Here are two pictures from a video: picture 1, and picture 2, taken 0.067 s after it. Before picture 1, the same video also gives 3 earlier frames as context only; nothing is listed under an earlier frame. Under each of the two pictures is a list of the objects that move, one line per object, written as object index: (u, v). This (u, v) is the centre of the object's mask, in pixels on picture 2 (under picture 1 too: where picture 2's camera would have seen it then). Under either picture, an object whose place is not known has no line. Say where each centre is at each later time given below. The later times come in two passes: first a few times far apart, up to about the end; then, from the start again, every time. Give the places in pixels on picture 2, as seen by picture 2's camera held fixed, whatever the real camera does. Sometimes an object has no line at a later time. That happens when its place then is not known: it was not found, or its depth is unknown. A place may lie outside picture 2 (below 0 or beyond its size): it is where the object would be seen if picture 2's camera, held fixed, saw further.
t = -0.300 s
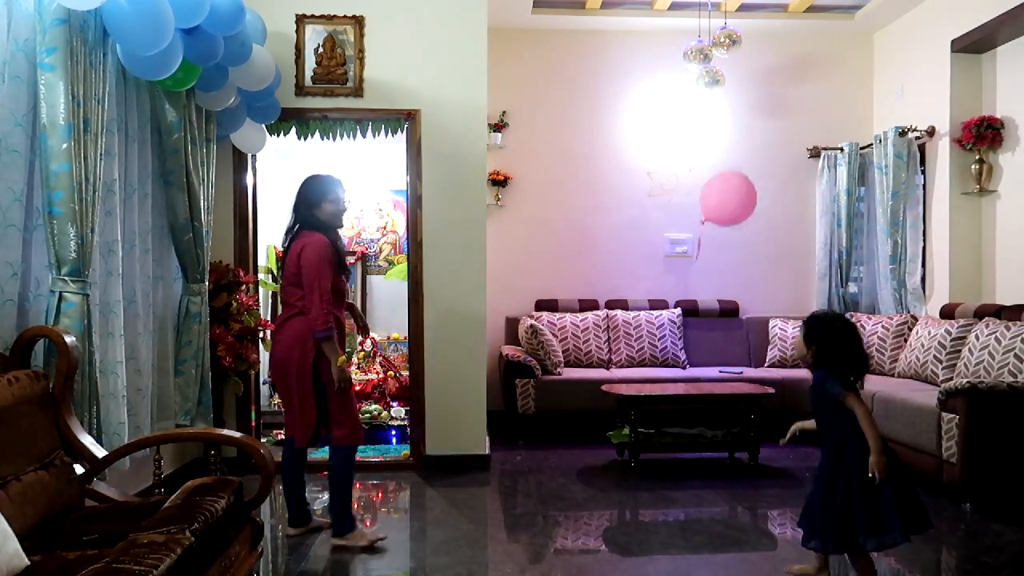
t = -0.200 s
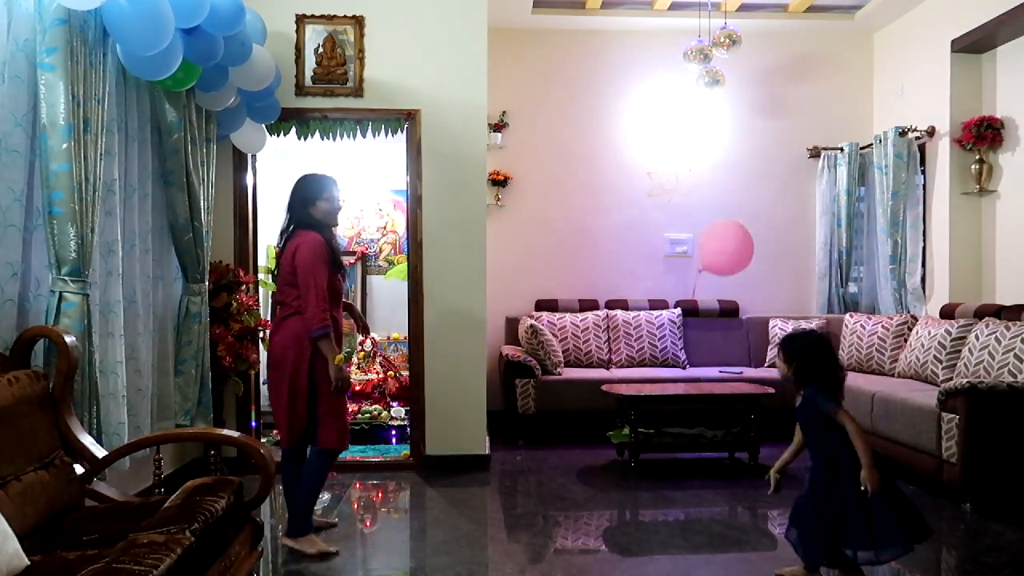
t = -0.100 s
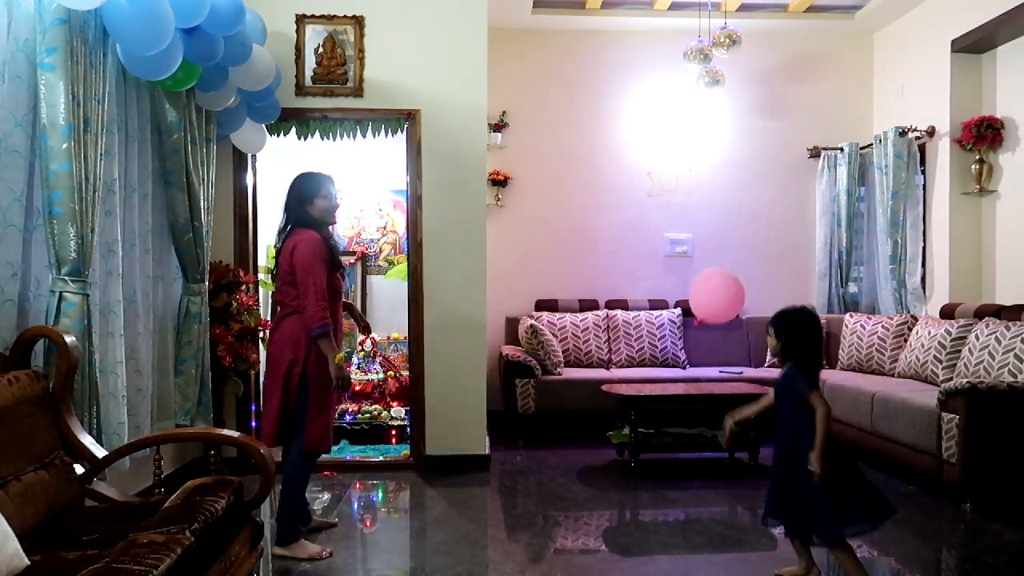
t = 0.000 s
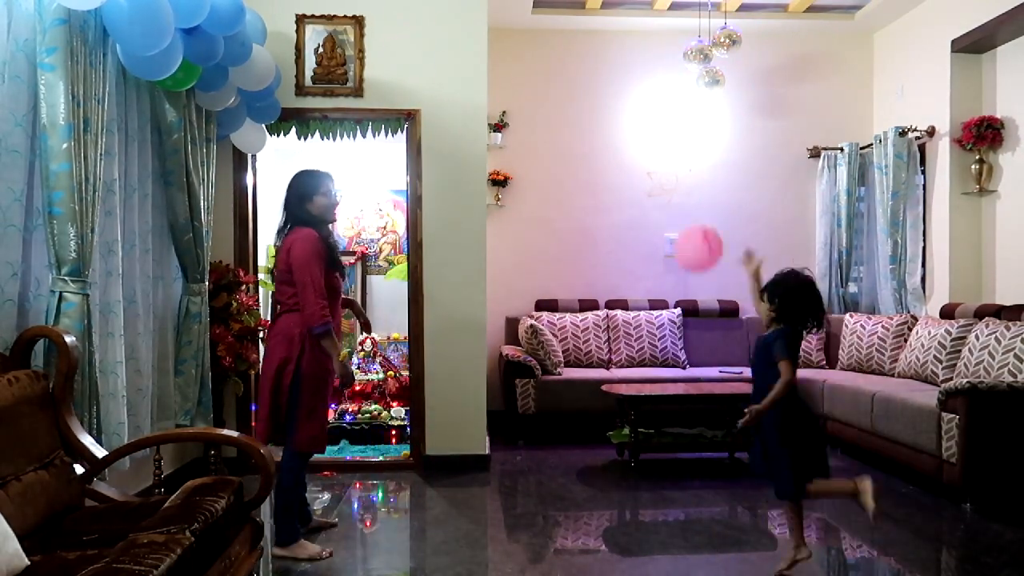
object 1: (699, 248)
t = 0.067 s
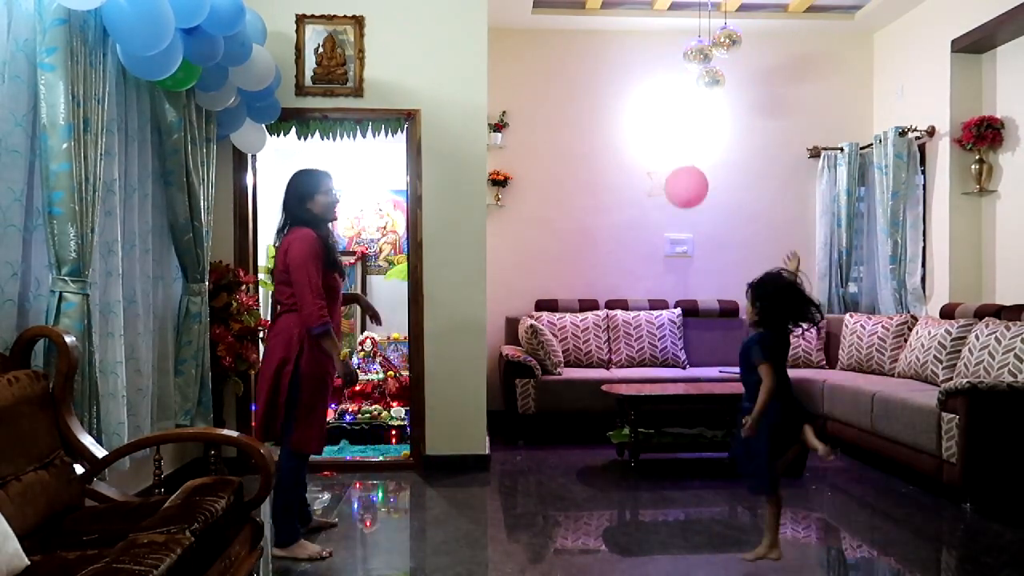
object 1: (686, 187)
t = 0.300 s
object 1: (712, 168)
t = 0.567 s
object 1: (738, 205)
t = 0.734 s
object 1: (751, 245)
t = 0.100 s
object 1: (686, 171)
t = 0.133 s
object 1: (689, 166)
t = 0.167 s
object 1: (692, 164)
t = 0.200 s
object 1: (698, 163)
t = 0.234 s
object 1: (702, 163)
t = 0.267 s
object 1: (706, 165)
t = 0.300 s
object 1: (712, 168)
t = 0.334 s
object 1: (715, 170)
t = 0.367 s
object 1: (718, 174)
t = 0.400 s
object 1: (723, 179)
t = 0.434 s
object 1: (726, 183)
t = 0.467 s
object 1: (729, 187)
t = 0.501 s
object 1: (733, 194)
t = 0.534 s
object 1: (736, 199)
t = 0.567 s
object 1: (738, 205)
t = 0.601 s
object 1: (742, 214)
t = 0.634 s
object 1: (745, 220)
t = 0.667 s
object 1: (747, 227)
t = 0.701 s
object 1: (750, 238)
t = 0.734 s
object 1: (751, 245)
